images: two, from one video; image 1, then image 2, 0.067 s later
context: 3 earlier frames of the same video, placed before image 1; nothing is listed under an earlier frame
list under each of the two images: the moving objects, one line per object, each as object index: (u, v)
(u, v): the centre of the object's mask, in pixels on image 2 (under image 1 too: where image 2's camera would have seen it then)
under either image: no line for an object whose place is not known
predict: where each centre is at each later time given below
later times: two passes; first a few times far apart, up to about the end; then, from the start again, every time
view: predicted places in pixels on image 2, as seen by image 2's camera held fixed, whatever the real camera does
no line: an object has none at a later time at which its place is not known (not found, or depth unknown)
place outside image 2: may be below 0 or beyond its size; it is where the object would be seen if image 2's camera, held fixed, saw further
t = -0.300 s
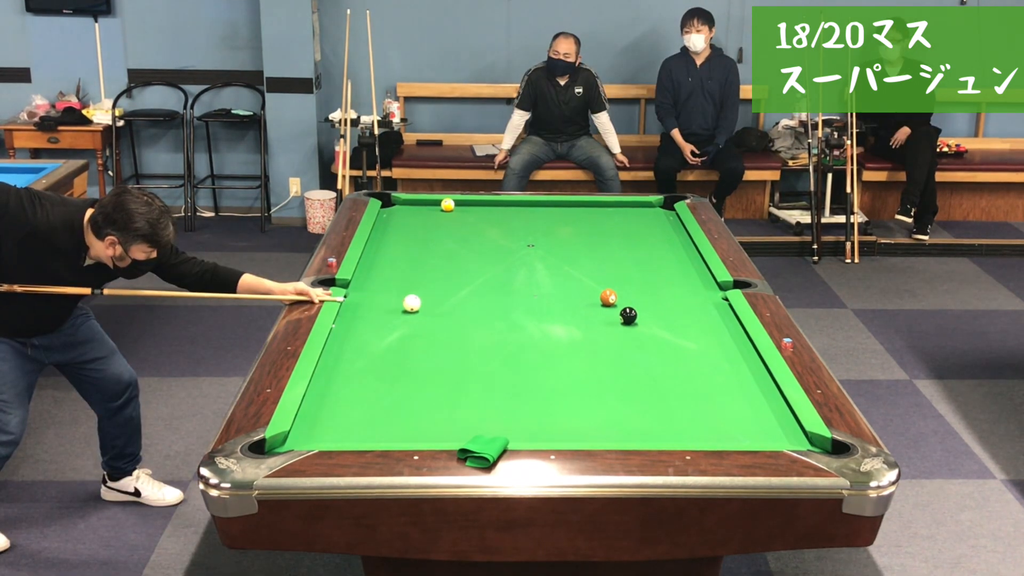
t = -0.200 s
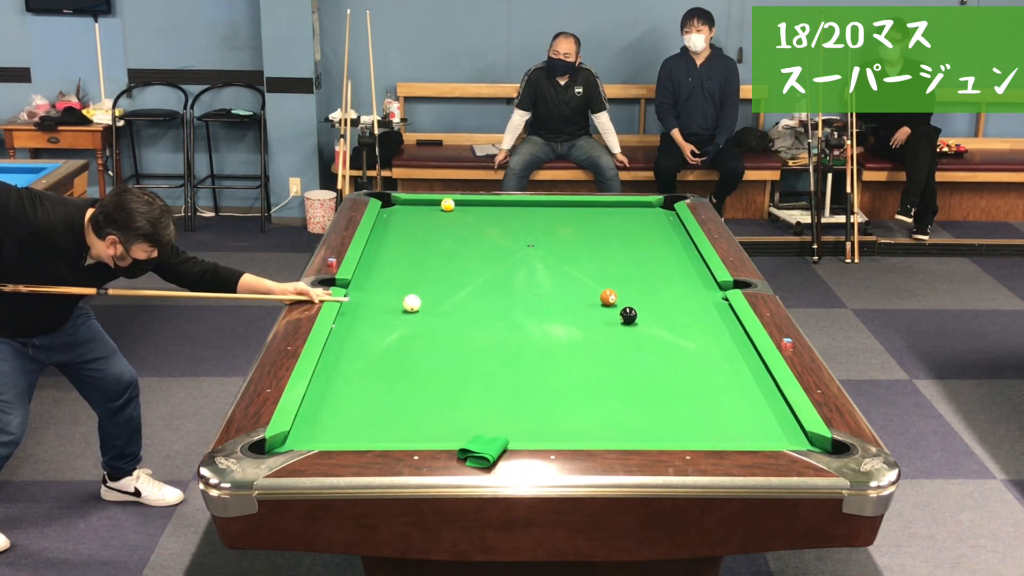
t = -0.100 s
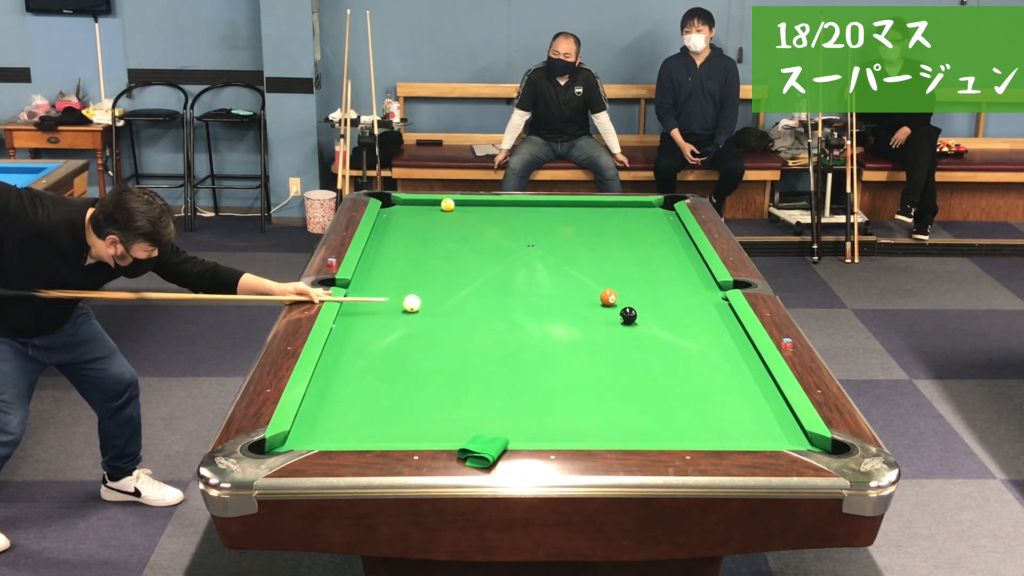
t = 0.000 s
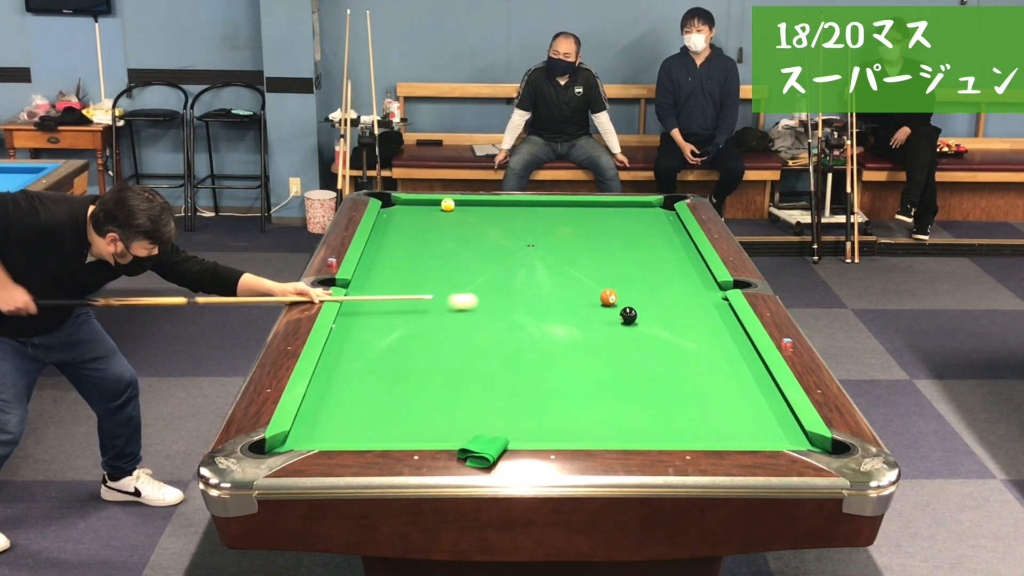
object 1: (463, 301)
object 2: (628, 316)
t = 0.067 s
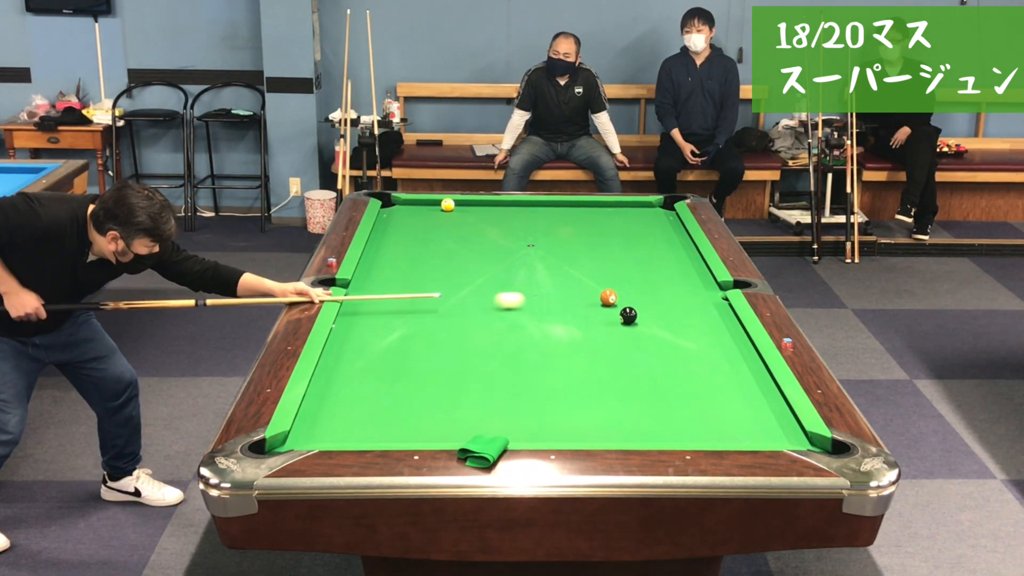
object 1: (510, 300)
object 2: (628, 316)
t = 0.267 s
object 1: (596, 300)
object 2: (628, 316)
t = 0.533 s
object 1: (641, 304)
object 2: (628, 316)
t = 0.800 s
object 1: (689, 307)
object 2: (628, 316)
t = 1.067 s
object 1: (720, 310)
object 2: (628, 316)
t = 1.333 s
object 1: (698, 312)
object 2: (628, 316)
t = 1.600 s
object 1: (676, 314)
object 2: (628, 316)
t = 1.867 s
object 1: (657, 315)
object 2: (628, 316)
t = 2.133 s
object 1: (645, 317)
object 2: (623, 316)
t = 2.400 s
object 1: (642, 318)
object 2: (614, 315)
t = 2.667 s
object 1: (640, 320)
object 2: (606, 315)
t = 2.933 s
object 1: (640, 320)
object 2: (600, 315)
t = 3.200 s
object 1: (640, 320)
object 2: (595, 315)
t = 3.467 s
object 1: (640, 320)
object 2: (592, 315)
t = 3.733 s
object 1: (640, 320)
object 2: (591, 315)
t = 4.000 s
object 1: (640, 320)
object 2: (591, 315)
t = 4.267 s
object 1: (640, 320)
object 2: (591, 315)
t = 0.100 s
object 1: (533, 299)
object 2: (628, 316)
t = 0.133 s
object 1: (556, 299)
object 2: (628, 316)
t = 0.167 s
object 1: (578, 298)
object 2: (628, 316)
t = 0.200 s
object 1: (593, 299)
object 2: (628, 316)
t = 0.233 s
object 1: (594, 299)
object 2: (628, 316)
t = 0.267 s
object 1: (596, 300)
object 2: (628, 316)
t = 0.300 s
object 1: (600, 301)
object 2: (628, 316)
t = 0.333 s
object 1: (604, 301)
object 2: (628, 316)
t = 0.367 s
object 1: (610, 302)
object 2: (628, 316)
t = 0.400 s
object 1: (616, 302)
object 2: (628, 316)
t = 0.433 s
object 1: (621, 302)
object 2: (628, 316)
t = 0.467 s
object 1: (628, 301)
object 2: (628, 316)
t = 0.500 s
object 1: (635, 302)
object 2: (628, 316)
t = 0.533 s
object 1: (641, 304)
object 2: (628, 316)
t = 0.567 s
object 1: (647, 304)
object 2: (628, 316)
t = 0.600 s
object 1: (653, 305)
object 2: (628, 316)
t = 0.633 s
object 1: (659, 305)
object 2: (628, 316)
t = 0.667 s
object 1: (665, 306)
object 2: (628, 316)
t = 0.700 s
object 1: (671, 306)
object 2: (628, 316)
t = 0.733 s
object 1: (677, 306)
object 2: (628, 315)
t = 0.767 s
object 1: (683, 307)
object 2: (628, 316)
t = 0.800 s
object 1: (689, 307)
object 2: (628, 316)
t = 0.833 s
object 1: (695, 308)
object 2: (628, 316)
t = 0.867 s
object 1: (701, 308)
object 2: (628, 316)
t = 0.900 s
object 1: (706, 308)
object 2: (628, 316)
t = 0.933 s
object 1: (712, 309)
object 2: (628, 316)
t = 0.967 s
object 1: (718, 309)
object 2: (628, 316)
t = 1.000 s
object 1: (724, 310)
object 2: (628, 316)
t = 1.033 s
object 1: (723, 310)
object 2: (628, 316)
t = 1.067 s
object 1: (720, 310)
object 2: (628, 316)
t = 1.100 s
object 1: (718, 311)
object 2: (628, 316)
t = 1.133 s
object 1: (714, 311)
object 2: (628, 316)
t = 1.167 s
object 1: (712, 311)
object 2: (628, 316)
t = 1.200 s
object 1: (709, 311)
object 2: (628, 316)
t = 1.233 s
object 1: (706, 311)
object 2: (628, 316)
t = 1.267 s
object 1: (703, 312)
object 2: (628, 316)
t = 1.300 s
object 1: (701, 312)
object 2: (628, 316)
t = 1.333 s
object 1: (698, 312)
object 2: (628, 316)
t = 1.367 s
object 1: (695, 312)
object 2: (628, 316)
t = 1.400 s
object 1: (692, 313)
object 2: (628, 316)
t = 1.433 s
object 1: (690, 313)
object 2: (628, 316)
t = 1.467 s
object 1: (687, 313)
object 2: (628, 316)
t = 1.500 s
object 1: (684, 313)
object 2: (628, 316)
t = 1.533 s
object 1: (682, 313)
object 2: (628, 316)
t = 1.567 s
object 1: (679, 314)
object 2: (628, 316)
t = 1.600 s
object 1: (676, 314)
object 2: (628, 316)
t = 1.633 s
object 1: (674, 314)
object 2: (628, 316)
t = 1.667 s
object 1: (671, 314)
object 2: (628, 316)
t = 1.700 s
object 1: (669, 314)
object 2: (628, 316)
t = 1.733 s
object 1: (666, 315)
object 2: (628, 316)
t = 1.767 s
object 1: (664, 315)
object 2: (628, 316)
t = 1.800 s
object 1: (661, 315)
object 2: (628, 316)
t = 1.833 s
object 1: (659, 315)
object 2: (628, 316)
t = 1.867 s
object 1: (657, 315)
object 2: (628, 316)
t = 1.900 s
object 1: (654, 316)
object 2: (628, 316)
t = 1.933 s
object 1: (652, 316)
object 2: (628, 316)
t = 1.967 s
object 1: (650, 316)
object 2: (628, 316)
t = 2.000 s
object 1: (647, 316)
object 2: (628, 316)
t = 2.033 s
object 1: (646, 316)
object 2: (627, 316)
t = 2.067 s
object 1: (645, 317)
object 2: (626, 316)
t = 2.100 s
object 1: (645, 317)
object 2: (624, 316)
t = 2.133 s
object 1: (645, 317)
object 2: (623, 316)
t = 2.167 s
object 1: (644, 317)
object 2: (622, 315)
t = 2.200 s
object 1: (644, 317)
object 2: (621, 315)
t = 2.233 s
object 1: (644, 318)
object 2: (619, 315)
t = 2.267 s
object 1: (643, 318)
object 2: (618, 315)
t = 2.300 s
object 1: (643, 318)
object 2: (617, 315)
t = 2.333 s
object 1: (642, 318)
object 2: (616, 315)
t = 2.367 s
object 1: (642, 318)
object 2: (615, 315)
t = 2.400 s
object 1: (642, 318)
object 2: (614, 315)
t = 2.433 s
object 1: (642, 319)
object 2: (613, 315)
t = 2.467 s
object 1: (641, 319)
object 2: (611, 315)
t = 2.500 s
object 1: (641, 319)
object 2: (610, 315)
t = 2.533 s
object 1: (641, 319)
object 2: (610, 315)
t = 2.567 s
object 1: (641, 319)
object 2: (609, 315)
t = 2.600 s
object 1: (641, 319)
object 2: (608, 315)
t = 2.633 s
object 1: (640, 319)
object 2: (607, 315)
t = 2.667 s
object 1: (640, 320)
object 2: (606, 315)
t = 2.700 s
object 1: (640, 320)
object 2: (605, 315)
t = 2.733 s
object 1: (640, 320)
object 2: (604, 315)
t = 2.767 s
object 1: (640, 320)
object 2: (603, 315)
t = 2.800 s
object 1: (640, 320)
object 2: (602, 315)
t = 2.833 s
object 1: (640, 320)
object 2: (602, 315)
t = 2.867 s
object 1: (640, 320)
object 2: (601, 315)
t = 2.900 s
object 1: (640, 320)
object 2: (600, 315)
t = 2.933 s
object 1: (640, 320)
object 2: (600, 315)
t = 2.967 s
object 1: (640, 320)
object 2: (599, 315)
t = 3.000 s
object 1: (640, 320)
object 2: (598, 315)
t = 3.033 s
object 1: (640, 320)
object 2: (598, 315)
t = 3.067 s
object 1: (640, 320)
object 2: (597, 315)
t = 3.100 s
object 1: (640, 320)
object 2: (597, 315)
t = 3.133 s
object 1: (640, 320)
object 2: (596, 315)
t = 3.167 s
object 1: (640, 320)
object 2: (596, 315)
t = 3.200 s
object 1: (640, 320)
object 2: (595, 315)
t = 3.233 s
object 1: (640, 320)
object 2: (595, 315)
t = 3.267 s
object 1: (640, 320)
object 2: (594, 315)
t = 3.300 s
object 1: (640, 320)
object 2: (594, 315)
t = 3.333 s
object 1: (640, 320)
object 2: (593, 315)
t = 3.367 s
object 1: (640, 320)
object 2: (593, 315)
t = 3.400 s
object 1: (640, 320)
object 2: (593, 315)
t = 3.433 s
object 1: (640, 320)
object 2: (593, 315)
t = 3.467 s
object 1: (640, 320)
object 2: (592, 315)
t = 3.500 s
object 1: (640, 320)
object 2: (592, 315)
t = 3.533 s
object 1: (640, 320)
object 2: (592, 315)
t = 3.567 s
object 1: (640, 320)
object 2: (592, 315)
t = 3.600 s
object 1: (640, 320)
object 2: (592, 315)
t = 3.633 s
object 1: (640, 320)
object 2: (591, 315)
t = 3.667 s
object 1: (640, 320)
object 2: (591, 315)
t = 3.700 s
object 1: (640, 320)
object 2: (591, 315)
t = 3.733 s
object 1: (640, 320)
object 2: (591, 315)
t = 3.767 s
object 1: (640, 320)
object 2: (591, 315)
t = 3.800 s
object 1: (640, 320)
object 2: (591, 315)
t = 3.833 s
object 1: (640, 320)
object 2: (591, 315)
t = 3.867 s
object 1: (640, 320)
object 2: (591, 315)
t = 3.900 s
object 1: (640, 320)
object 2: (591, 315)
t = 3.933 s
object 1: (640, 320)
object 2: (591, 315)
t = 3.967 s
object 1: (640, 320)
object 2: (591, 315)
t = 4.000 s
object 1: (640, 320)
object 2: (591, 315)
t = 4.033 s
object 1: (640, 320)
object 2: (591, 315)
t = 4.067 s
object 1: (640, 320)
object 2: (591, 315)
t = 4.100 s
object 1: (640, 320)
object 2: (591, 315)
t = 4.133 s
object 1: (640, 320)
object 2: (591, 315)
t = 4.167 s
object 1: (640, 320)
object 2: (591, 315)
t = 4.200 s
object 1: (640, 320)
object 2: (591, 315)
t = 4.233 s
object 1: (640, 320)
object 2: (591, 315)
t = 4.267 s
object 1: (640, 320)
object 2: (591, 315)
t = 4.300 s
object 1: (640, 320)
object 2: (591, 315)
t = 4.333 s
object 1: (640, 320)
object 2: (591, 315)
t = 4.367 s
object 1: (640, 320)
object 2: (591, 315)
